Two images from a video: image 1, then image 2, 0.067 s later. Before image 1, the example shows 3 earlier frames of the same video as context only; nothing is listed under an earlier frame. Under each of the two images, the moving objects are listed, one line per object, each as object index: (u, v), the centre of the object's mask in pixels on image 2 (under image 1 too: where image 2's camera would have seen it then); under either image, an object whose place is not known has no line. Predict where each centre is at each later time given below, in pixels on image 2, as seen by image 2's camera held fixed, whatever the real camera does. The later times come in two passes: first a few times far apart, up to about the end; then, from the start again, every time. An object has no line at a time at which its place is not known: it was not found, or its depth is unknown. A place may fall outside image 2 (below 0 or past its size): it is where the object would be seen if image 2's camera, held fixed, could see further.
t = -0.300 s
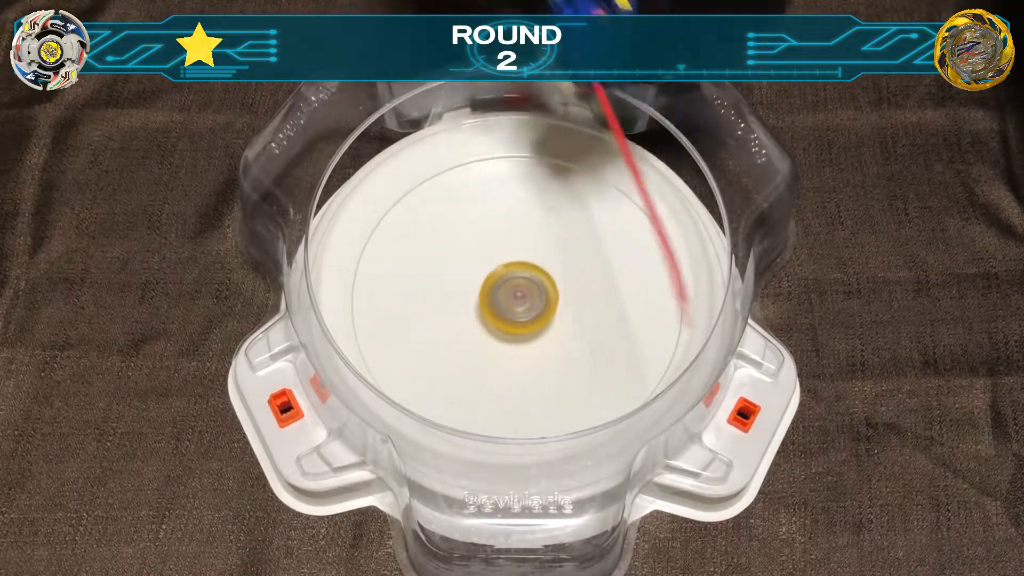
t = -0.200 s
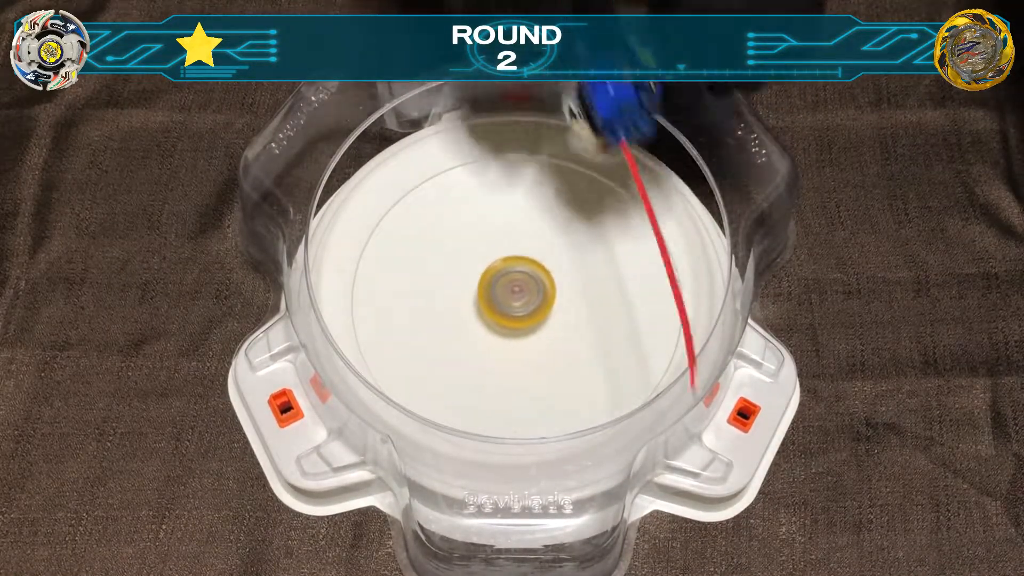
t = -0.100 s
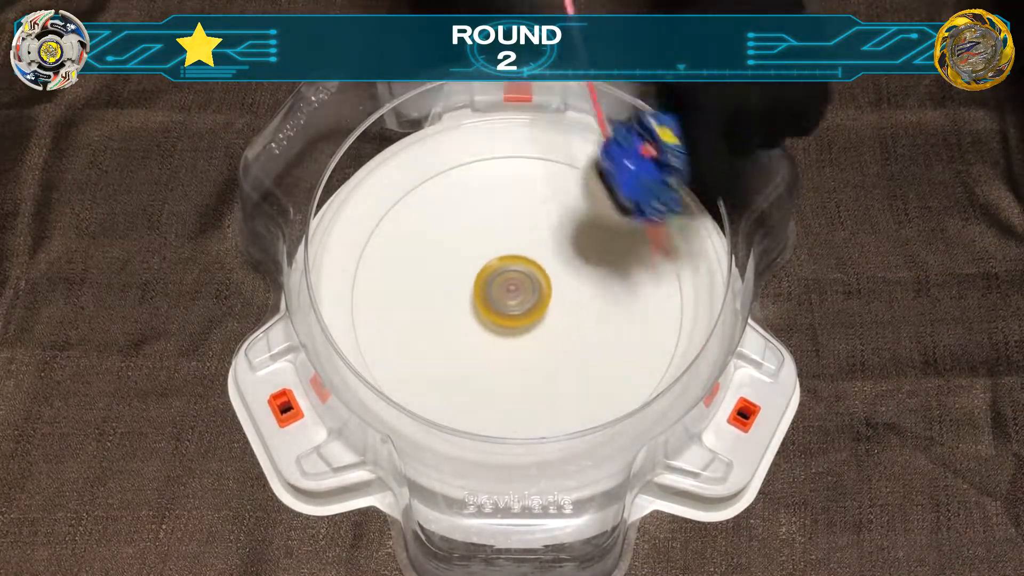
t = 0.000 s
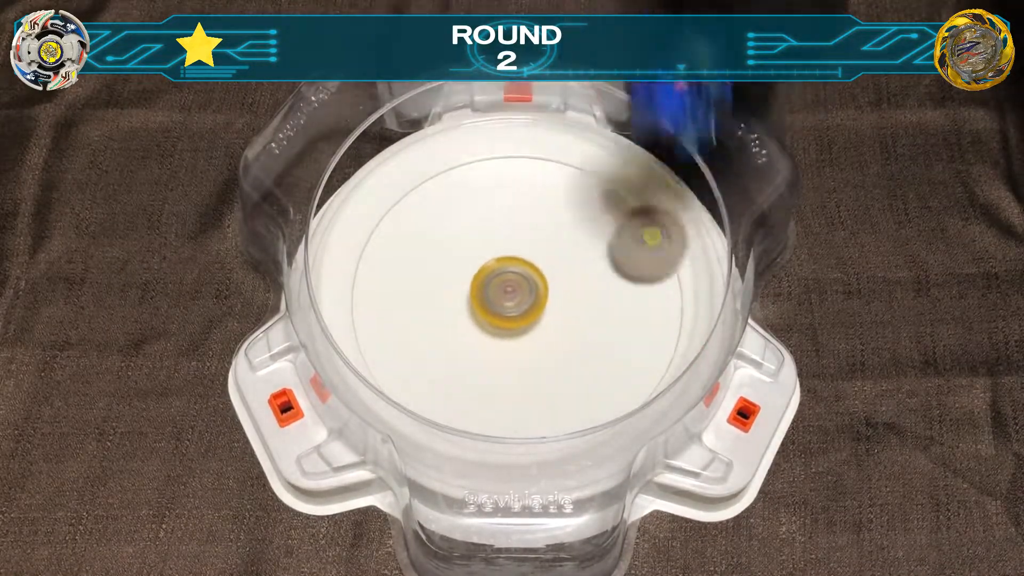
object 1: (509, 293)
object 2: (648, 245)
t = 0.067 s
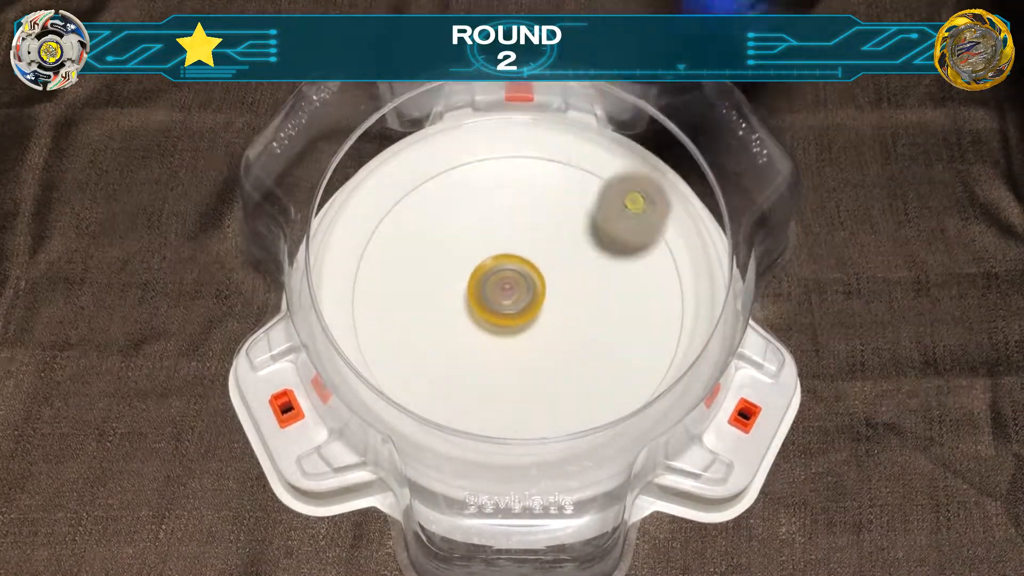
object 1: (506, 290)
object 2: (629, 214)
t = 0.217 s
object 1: (510, 290)
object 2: (578, 176)
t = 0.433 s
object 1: (509, 303)
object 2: (489, 181)
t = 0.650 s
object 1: (515, 301)
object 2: (450, 246)
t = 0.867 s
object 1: (548, 311)
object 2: (466, 305)
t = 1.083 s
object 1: (582, 283)
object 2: (509, 322)
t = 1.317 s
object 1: (569, 237)
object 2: (534, 310)
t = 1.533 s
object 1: (532, 226)
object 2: (531, 312)
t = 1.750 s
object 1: (512, 247)
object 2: (534, 326)
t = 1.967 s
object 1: (502, 254)
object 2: (543, 331)
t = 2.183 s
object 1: (498, 264)
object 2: (553, 335)
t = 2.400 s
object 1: (493, 271)
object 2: (549, 328)
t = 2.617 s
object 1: (486, 271)
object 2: (544, 328)
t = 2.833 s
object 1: (474, 261)
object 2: (555, 341)
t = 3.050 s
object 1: (472, 261)
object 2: (545, 331)
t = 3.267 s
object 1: (476, 264)
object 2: (528, 326)
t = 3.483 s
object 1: (473, 256)
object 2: (521, 336)
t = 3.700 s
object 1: (483, 266)
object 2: (507, 340)
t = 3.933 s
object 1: (491, 264)
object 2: (499, 345)
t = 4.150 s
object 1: (498, 258)
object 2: (496, 351)
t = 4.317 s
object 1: (506, 262)
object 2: (497, 344)
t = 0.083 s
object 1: (506, 290)
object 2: (624, 209)
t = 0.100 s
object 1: (506, 289)
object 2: (619, 206)
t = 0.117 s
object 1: (506, 289)
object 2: (613, 205)
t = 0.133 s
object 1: (507, 289)
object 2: (606, 199)
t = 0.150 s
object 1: (507, 288)
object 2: (600, 192)
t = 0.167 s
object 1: (507, 288)
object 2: (594, 187)
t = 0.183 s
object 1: (508, 289)
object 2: (588, 183)
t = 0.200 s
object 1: (509, 289)
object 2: (583, 179)
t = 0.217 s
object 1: (510, 290)
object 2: (578, 176)
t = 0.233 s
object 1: (511, 291)
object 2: (573, 174)
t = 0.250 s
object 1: (513, 292)
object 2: (567, 171)
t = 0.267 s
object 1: (514, 293)
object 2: (560, 170)
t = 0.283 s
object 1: (515, 294)
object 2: (553, 168)
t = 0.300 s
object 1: (515, 296)
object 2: (546, 167)
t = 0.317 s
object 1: (516, 298)
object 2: (538, 167)
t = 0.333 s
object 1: (516, 300)
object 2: (531, 167)
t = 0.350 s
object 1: (515, 301)
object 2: (523, 168)
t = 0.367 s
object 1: (514, 303)
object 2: (516, 170)
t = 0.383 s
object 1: (512, 304)
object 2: (509, 172)
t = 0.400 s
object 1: (511, 304)
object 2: (502, 174)
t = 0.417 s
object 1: (510, 304)
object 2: (495, 177)
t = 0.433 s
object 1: (509, 303)
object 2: (489, 181)
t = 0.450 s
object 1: (509, 302)
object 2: (484, 185)
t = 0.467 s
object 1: (507, 301)
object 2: (479, 190)
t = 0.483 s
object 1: (506, 299)
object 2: (474, 196)
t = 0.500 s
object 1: (505, 298)
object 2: (471, 201)
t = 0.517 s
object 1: (504, 296)
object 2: (467, 207)
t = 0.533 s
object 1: (503, 294)
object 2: (465, 214)
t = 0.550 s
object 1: (502, 292)
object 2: (462, 220)
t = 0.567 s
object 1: (502, 291)
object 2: (460, 226)
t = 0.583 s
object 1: (502, 290)
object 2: (458, 232)
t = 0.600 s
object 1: (503, 291)
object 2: (456, 236)
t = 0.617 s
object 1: (507, 294)
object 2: (453, 239)
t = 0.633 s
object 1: (511, 298)
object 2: (452, 242)
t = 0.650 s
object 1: (515, 301)
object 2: (450, 246)
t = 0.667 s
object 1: (518, 304)
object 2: (450, 250)
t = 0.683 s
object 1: (521, 306)
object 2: (450, 256)
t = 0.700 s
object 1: (523, 308)
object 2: (451, 261)
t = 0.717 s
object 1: (525, 310)
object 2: (452, 267)
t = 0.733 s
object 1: (526, 311)
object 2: (454, 273)
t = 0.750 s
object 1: (527, 311)
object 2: (456, 279)
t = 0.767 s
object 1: (528, 311)
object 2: (458, 284)
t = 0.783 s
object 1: (532, 312)
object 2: (459, 288)
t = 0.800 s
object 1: (535, 313)
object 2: (459, 291)
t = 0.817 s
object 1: (537, 313)
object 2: (461, 295)
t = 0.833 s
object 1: (540, 312)
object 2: (463, 298)
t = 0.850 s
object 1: (543, 312)
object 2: (466, 302)
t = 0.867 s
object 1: (548, 311)
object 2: (466, 305)
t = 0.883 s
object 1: (553, 311)
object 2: (466, 307)
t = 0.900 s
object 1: (558, 311)
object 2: (466, 308)
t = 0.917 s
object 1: (562, 309)
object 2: (468, 310)
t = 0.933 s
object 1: (565, 308)
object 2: (470, 312)
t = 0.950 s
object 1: (568, 306)
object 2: (473, 314)
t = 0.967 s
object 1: (571, 304)
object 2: (477, 316)
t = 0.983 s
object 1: (573, 302)
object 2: (481, 318)
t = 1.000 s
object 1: (575, 299)
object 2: (486, 320)
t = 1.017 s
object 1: (577, 296)
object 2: (490, 321)
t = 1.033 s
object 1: (579, 293)
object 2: (495, 322)
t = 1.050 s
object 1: (581, 290)
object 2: (500, 322)
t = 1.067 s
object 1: (582, 287)
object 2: (504, 322)
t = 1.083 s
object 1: (582, 283)
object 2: (509, 322)
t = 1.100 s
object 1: (582, 279)
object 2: (513, 322)
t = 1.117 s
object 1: (582, 275)
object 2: (518, 321)
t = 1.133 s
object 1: (583, 271)
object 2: (519, 322)
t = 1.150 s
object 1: (584, 266)
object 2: (521, 321)
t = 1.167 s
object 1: (585, 262)
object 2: (522, 321)
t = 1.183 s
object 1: (586, 258)
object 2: (523, 320)
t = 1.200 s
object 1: (586, 255)
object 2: (525, 319)
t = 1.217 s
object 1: (584, 252)
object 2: (527, 316)
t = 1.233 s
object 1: (582, 250)
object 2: (530, 314)
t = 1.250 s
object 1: (579, 248)
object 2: (533, 312)
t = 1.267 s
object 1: (577, 245)
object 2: (533, 311)
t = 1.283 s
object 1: (575, 242)
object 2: (534, 311)
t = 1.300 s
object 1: (573, 239)
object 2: (534, 311)
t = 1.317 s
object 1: (569, 237)
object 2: (534, 310)
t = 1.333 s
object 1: (566, 235)
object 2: (535, 309)
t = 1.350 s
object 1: (562, 234)
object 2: (535, 307)
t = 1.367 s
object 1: (559, 233)
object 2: (535, 306)
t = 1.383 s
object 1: (555, 232)
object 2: (535, 306)
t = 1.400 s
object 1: (552, 231)
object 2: (534, 307)
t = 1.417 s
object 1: (549, 231)
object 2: (534, 306)
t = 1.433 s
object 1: (547, 231)
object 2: (534, 306)
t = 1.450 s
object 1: (545, 230)
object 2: (534, 307)
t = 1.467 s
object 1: (543, 228)
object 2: (533, 310)
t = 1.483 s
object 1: (540, 225)
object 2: (533, 311)
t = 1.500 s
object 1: (537, 224)
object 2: (532, 312)
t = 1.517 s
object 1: (535, 225)
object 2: (532, 312)
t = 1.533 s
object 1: (532, 226)
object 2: (531, 312)
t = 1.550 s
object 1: (530, 228)
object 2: (531, 311)
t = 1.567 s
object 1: (528, 231)
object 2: (532, 311)
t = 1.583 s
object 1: (526, 234)
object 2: (532, 310)
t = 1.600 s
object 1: (524, 234)
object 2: (532, 313)
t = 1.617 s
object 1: (522, 235)
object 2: (532, 316)
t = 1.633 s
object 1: (521, 236)
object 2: (532, 317)
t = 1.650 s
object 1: (520, 238)
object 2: (533, 318)
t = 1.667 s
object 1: (519, 240)
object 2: (533, 319)
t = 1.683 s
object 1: (517, 242)
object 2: (533, 320)
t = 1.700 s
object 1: (516, 244)
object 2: (533, 320)
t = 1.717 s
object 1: (515, 246)
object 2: (533, 321)
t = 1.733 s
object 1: (514, 246)
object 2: (534, 323)
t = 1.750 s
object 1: (512, 247)
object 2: (534, 326)
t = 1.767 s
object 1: (511, 247)
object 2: (535, 327)
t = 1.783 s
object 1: (510, 248)
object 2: (535, 329)
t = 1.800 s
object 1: (509, 249)
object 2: (535, 329)
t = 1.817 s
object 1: (508, 250)
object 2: (535, 329)
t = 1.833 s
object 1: (507, 252)
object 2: (535, 329)
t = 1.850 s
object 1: (507, 253)
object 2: (536, 328)
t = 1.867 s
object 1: (506, 255)
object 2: (536, 328)
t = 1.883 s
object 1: (506, 256)
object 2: (537, 327)
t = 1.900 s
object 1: (504, 255)
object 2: (538, 329)
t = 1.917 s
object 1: (503, 254)
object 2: (539, 330)
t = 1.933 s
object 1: (503, 254)
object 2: (541, 331)
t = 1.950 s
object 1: (502, 254)
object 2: (542, 331)
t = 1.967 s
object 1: (502, 254)
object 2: (543, 331)
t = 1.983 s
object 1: (502, 255)
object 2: (544, 331)
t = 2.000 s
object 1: (502, 256)
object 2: (545, 330)
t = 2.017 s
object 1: (502, 258)
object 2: (545, 330)
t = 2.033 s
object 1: (502, 259)
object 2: (546, 330)
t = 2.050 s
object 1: (502, 261)
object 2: (547, 330)
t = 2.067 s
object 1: (502, 263)
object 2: (547, 330)
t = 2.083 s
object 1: (502, 264)
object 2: (548, 329)
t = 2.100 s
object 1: (502, 266)
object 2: (548, 329)
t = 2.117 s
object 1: (501, 265)
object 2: (550, 331)
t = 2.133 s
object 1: (500, 264)
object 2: (551, 333)
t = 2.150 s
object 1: (499, 264)
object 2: (552, 334)
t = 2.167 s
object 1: (498, 263)
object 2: (553, 335)
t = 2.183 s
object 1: (498, 264)
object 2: (553, 335)
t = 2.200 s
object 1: (497, 264)
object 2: (553, 335)
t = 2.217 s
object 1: (497, 265)
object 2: (553, 335)
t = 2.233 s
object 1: (497, 266)
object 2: (553, 335)
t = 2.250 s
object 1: (496, 267)
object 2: (554, 334)
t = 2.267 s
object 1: (496, 268)
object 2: (553, 334)
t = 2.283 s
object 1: (495, 269)
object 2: (553, 333)
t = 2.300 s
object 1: (495, 269)
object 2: (552, 332)
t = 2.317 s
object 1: (494, 270)
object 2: (552, 331)
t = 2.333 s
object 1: (494, 271)
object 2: (551, 331)
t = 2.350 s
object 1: (494, 271)
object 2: (551, 330)
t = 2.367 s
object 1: (493, 271)
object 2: (550, 329)
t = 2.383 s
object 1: (493, 272)
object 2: (549, 328)
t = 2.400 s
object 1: (493, 271)
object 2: (549, 328)
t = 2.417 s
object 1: (492, 270)
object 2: (549, 328)
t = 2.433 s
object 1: (491, 270)
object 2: (549, 327)
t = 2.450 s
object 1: (490, 270)
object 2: (549, 327)
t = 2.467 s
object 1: (490, 271)
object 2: (548, 327)
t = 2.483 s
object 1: (490, 271)
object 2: (547, 327)
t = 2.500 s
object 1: (489, 271)
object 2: (546, 327)
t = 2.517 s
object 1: (488, 271)
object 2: (546, 327)
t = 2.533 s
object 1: (487, 270)
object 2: (546, 328)
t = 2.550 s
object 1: (487, 270)
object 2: (546, 328)
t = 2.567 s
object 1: (486, 270)
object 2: (546, 329)
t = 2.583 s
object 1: (486, 270)
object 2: (545, 329)
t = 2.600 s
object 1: (486, 271)
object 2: (545, 328)
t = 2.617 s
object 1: (486, 271)
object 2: (544, 328)
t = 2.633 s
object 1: (486, 272)
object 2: (543, 327)
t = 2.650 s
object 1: (486, 272)
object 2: (543, 327)
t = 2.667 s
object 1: (486, 272)
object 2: (543, 327)
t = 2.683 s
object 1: (486, 272)
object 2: (543, 327)
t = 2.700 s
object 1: (486, 272)
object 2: (543, 327)
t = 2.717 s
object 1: (486, 272)
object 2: (543, 327)
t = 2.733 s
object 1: (485, 272)
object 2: (543, 327)
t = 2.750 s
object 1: (482, 269)
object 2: (547, 331)
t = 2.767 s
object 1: (479, 266)
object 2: (550, 335)
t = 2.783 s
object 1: (477, 264)
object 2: (552, 338)
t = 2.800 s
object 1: (476, 262)
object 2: (554, 339)
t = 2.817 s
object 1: (475, 261)
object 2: (554, 341)
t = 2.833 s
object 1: (474, 261)
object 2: (555, 341)
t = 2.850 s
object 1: (474, 261)
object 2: (554, 341)
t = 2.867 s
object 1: (473, 261)
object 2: (554, 341)
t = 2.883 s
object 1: (473, 261)
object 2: (554, 341)
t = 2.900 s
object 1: (473, 261)
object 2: (553, 340)
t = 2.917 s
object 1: (473, 261)
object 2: (552, 339)
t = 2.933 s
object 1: (472, 261)
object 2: (551, 338)
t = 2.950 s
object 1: (472, 261)
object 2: (551, 337)
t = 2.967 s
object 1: (472, 261)
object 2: (550, 335)
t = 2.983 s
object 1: (472, 261)
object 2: (549, 335)
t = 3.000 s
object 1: (472, 261)
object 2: (548, 334)
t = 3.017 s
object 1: (472, 261)
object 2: (547, 333)
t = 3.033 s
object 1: (472, 261)
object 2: (546, 331)
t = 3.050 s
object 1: (472, 261)
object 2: (545, 331)
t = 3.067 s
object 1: (472, 261)
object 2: (544, 330)
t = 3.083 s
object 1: (472, 261)
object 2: (543, 329)
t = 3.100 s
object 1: (472, 261)
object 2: (542, 329)
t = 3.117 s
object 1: (472, 262)
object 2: (540, 329)
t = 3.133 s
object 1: (472, 262)
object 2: (539, 328)
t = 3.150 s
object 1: (473, 262)
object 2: (538, 328)
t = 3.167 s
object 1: (473, 262)
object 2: (537, 328)
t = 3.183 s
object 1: (473, 263)
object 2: (535, 327)
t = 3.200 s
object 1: (474, 263)
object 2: (534, 327)
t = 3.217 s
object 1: (474, 263)
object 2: (532, 327)
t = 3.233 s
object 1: (474, 264)
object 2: (531, 326)
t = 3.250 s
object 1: (475, 264)
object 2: (529, 326)
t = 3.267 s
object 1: (476, 264)
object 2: (528, 326)
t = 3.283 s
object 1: (476, 265)
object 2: (526, 326)
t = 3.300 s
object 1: (477, 265)
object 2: (525, 327)
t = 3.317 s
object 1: (477, 262)
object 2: (526, 329)
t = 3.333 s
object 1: (475, 259)
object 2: (528, 332)
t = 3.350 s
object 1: (474, 257)
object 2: (530, 334)
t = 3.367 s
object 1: (473, 255)
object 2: (531, 336)
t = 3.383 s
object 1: (472, 255)
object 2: (530, 337)
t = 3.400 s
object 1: (472, 254)
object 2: (529, 337)
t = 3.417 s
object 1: (472, 254)
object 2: (527, 337)
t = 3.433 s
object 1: (472, 254)
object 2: (526, 338)
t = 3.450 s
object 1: (472, 255)
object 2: (524, 337)
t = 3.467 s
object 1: (473, 255)
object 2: (523, 337)
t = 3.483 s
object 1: (473, 256)
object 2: (521, 336)
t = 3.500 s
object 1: (474, 257)
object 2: (520, 336)
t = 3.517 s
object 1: (475, 259)
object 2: (519, 336)
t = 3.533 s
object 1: (476, 260)
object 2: (517, 336)
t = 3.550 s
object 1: (476, 261)
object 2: (516, 336)
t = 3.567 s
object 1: (478, 263)
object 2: (515, 336)
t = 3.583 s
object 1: (479, 264)
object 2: (514, 335)
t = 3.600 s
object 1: (480, 265)
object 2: (513, 336)
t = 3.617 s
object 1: (480, 265)
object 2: (512, 338)
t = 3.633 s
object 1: (480, 265)
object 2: (511, 339)
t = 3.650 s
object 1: (481, 265)
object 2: (510, 339)
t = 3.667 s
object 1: (482, 265)
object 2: (508, 339)
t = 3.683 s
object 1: (482, 265)
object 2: (508, 340)
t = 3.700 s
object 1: (483, 266)
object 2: (507, 340)
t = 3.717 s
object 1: (484, 266)
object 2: (506, 341)
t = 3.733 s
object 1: (484, 264)
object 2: (505, 342)
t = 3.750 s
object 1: (485, 263)
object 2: (504, 344)
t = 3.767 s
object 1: (485, 262)
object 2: (503, 345)
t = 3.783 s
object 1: (486, 261)
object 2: (503, 345)
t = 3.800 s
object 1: (486, 261)
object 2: (502, 345)
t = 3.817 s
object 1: (487, 261)
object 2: (501, 345)
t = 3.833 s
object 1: (488, 261)
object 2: (501, 346)
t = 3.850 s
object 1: (488, 261)
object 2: (500, 346)
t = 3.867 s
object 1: (489, 262)
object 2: (500, 346)
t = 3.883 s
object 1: (490, 262)
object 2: (500, 346)
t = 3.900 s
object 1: (490, 263)
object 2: (499, 346)
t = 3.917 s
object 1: (491, 263)
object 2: (499, 346)
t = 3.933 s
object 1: (491, 264)
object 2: (499, 345)
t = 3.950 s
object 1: (492, 265)
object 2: (498, 345)
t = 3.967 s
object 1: (492, 265)
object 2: (498, 345)
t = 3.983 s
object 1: (493, 266)
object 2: (497, 345)
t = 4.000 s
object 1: (493, 266)
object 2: (497, 345)
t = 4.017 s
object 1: (493, 267)
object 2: (497, 345)
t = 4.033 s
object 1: (494, 267)
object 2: (497, 345)
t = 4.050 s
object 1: (494, 265)
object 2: (497, 347)
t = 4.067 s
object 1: (495, 263)
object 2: (497, 349)
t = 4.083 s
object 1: (496, 261)
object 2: (496, 351)
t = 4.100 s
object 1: (497, 260)
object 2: (496, 351)
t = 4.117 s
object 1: (497, 259)
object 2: (496, 352)
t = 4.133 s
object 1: (498, 259)
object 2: (496, 352)
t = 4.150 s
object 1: (498, 258)
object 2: (496, 351)
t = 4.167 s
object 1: (499, 258)
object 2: (496, 351)
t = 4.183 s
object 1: (500, 258)
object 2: (496, 350)
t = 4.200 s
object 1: (500, 258)
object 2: (496, 350)
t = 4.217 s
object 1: (501, 258)
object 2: (497, 349)
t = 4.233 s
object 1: (502, 259)
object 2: (497, 348)
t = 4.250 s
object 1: (503, 259)
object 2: (497, 347)
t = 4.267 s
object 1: (503, 260)
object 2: (497, 346)
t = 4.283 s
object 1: (504, 260)
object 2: (497, 346)
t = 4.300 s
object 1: (505, 261)
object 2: (498, 345)
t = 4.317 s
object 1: (506, 262)
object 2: (497, 344)
